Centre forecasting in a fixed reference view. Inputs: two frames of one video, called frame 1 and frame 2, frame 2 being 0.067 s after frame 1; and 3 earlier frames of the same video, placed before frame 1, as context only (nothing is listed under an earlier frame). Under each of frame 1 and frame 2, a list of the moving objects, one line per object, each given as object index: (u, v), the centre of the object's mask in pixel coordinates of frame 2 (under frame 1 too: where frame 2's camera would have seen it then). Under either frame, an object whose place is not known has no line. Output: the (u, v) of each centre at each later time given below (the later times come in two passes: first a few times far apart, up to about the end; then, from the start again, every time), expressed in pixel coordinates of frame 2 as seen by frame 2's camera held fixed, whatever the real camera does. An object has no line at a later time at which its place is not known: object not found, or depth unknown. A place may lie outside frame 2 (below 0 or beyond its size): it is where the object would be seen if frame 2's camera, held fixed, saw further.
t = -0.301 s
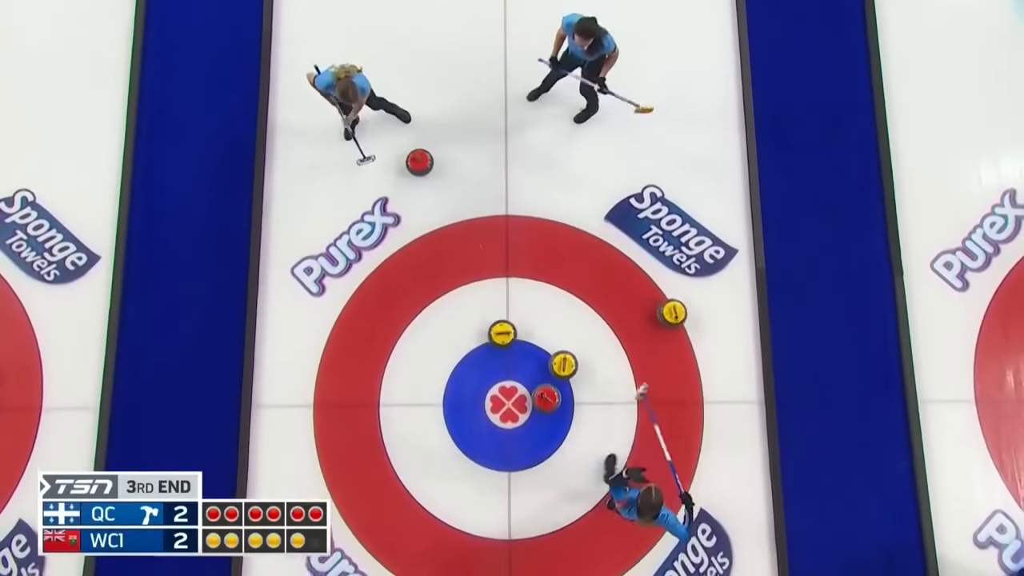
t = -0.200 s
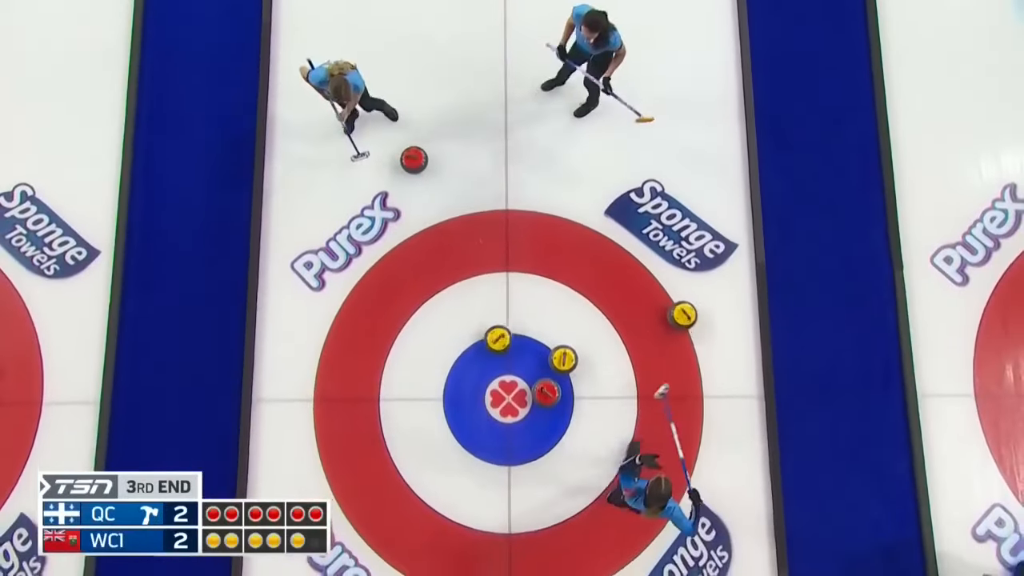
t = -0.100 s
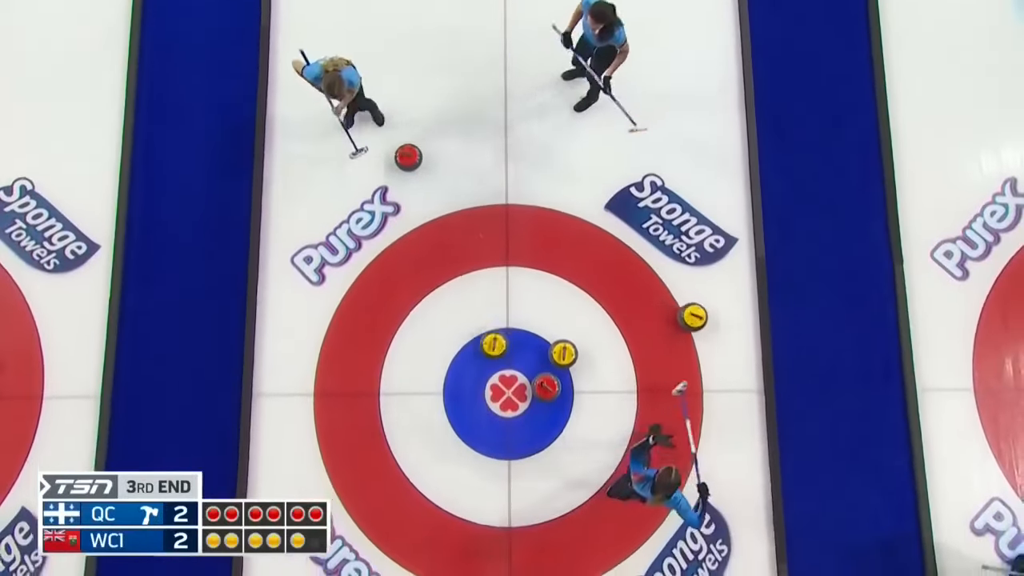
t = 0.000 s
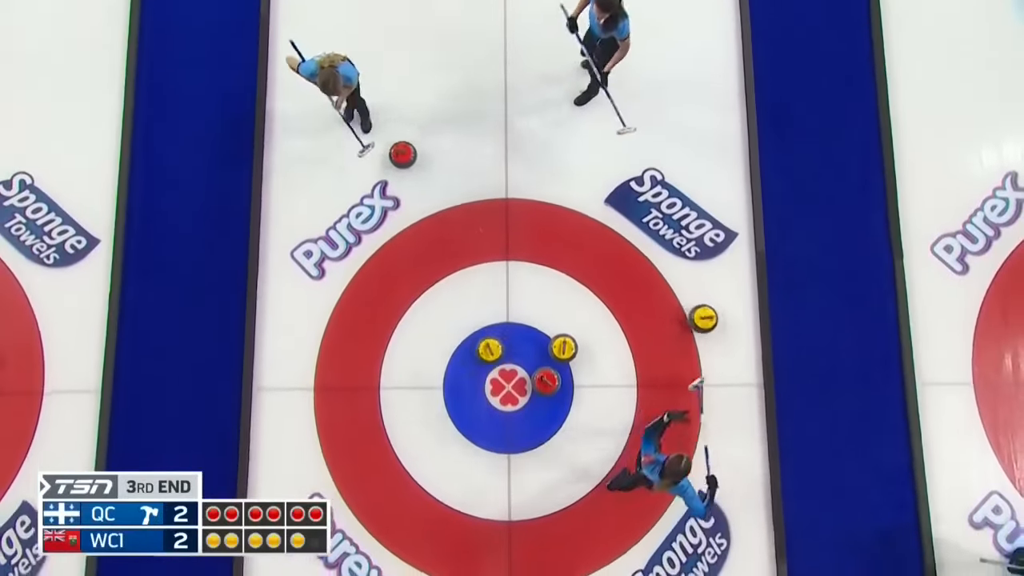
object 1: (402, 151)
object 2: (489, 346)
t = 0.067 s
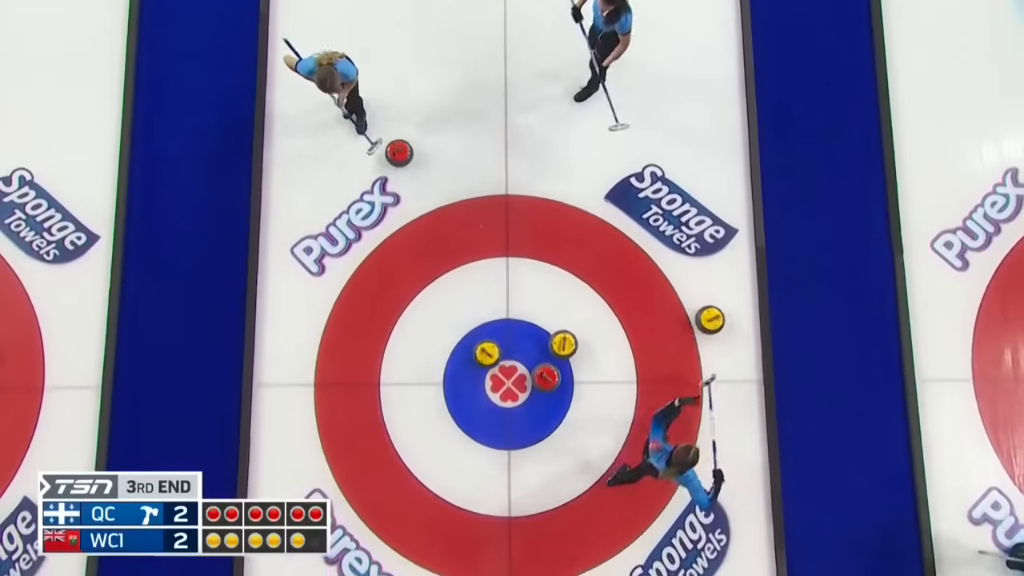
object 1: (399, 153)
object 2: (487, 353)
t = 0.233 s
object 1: (390, 158)
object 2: (480, 371)
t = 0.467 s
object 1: (378, 165)
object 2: (471, 396)
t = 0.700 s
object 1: (366, 172)
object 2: (462, 421)
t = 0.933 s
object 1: (355, 179)
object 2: (454, 446)
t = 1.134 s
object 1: (346, 185)
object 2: (447, 467)
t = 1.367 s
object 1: (336, 192)
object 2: (439, 490)
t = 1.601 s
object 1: (326, 198)
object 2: (431, 514)
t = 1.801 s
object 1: (318, 203)
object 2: (425, 533)
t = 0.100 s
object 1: (397, 154)
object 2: (486, 357)
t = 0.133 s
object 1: (396, 155)
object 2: (485, 360)
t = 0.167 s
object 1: (394, 158)
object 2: (483, 364)
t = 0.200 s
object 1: (392, 158)
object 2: (482, 368)
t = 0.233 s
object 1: (390, 158)
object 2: (480, 371)
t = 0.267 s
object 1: (388, 159)
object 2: (479, 375)
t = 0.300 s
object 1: (387, 160)
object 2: (478, 378)
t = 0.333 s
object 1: (385, 161)
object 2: (476, 382)
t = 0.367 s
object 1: (383, 162)
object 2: (475, 385)
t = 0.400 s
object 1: (382, 163)
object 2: (474, 389)
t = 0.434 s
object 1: (380, 164)
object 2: (472, 393)
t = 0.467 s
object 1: (378, 165)
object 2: (471, 396)
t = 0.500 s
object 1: (377, 166)
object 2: (470, 400)
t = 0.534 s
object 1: (375, 167)
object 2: (468, 404)
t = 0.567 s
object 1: (373, 168)
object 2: (467, 407)
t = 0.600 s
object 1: (371, 169)
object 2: (466, 411)
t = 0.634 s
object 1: (370, 170)
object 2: (465, 414)
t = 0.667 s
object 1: (368, 171)
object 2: (463, 418)
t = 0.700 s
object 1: (366, 172)
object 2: (462, 421)
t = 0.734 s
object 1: (365, 173)
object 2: (461, 425)
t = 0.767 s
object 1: (363, 174)
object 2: (460, 429)
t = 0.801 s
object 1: (361, 175)
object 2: (459, 432)
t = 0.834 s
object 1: (360, 176)
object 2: (458, 436)
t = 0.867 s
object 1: (358, 177)
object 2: (456, 439)
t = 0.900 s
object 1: (357, 178)
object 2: (455, 442)
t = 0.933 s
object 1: (355, 179)
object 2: (454, 446)
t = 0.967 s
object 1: (354, 180)
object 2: (453, 449)
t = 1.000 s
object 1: (352, 181)
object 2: (452, 453)
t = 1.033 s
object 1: (351, 182)
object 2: (451, 456)
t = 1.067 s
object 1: (349, 183)
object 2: (449, 460)
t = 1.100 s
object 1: (348, 184)
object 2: (448, 463)
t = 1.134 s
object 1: (346, 185)
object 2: (447, 467)
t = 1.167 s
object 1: (344, 186)
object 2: (446, 470)
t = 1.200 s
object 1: (343, 187)
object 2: (444, 474)
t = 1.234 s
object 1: (341, 188)
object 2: (443, 477)
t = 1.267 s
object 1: (340, 189)
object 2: (442, 480)
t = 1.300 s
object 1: (339, 190)
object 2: (441, 483)
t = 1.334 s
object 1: (337, 191)
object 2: (440, 487)
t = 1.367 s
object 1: (336, 192)
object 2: (439, 490)
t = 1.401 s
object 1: (334, 193)
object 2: (438, 494)
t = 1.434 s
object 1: (333, 194)
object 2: (437, 497)
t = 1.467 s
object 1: (331, 195)
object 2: (435, 501)
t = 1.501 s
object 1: (330, 195)
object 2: (434, 504)
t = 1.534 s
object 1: (329, 196)
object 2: (433, 507)
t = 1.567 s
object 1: (327, 197)
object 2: (432, 511)
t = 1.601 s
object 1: (326, 198)
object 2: (431, 514)
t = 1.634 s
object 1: (325, 199)
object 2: (430, 517)
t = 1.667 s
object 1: (323, 200)
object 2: (429, 520)
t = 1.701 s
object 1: (322, 201)
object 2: (428, 524)
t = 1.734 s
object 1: (320, 202)
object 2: (427, 527)
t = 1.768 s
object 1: (319, 202)
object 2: (426, 530)
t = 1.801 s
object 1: (318, 203)
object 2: (425, 533)
